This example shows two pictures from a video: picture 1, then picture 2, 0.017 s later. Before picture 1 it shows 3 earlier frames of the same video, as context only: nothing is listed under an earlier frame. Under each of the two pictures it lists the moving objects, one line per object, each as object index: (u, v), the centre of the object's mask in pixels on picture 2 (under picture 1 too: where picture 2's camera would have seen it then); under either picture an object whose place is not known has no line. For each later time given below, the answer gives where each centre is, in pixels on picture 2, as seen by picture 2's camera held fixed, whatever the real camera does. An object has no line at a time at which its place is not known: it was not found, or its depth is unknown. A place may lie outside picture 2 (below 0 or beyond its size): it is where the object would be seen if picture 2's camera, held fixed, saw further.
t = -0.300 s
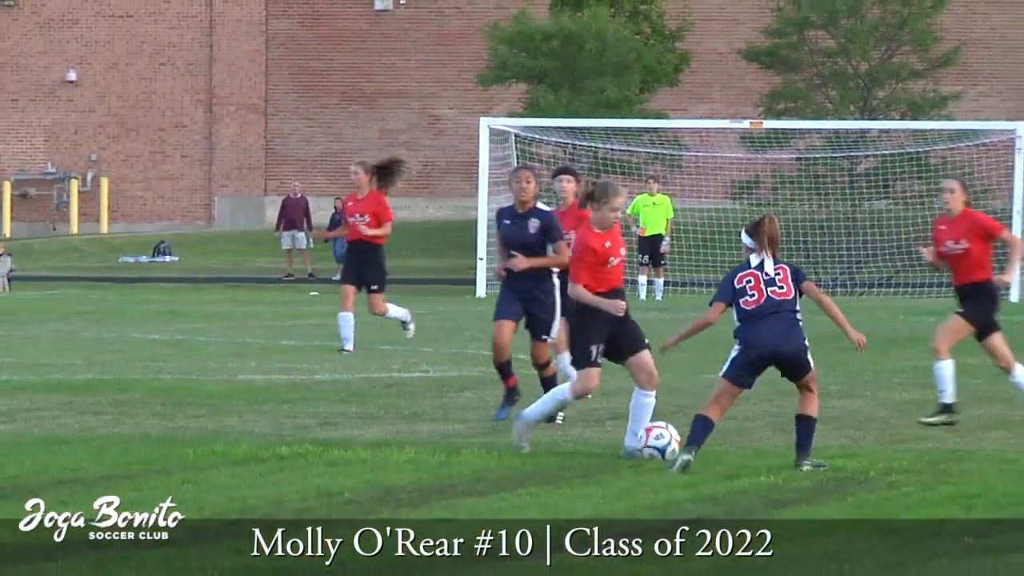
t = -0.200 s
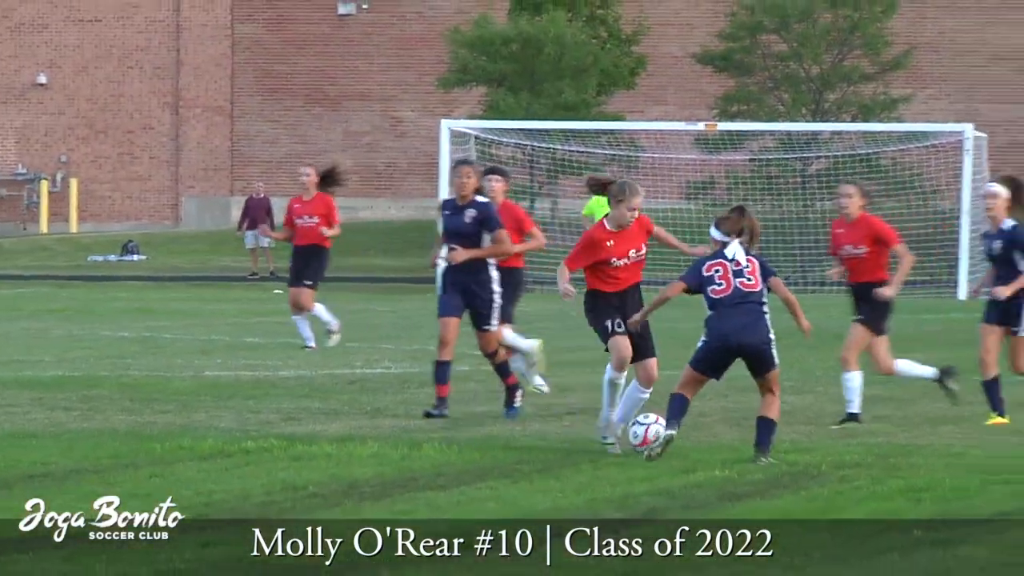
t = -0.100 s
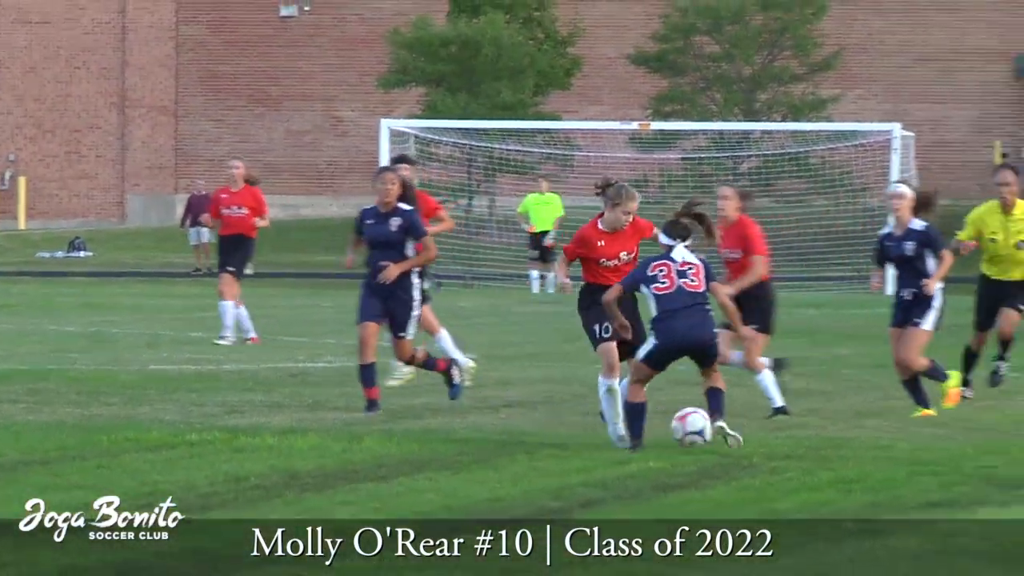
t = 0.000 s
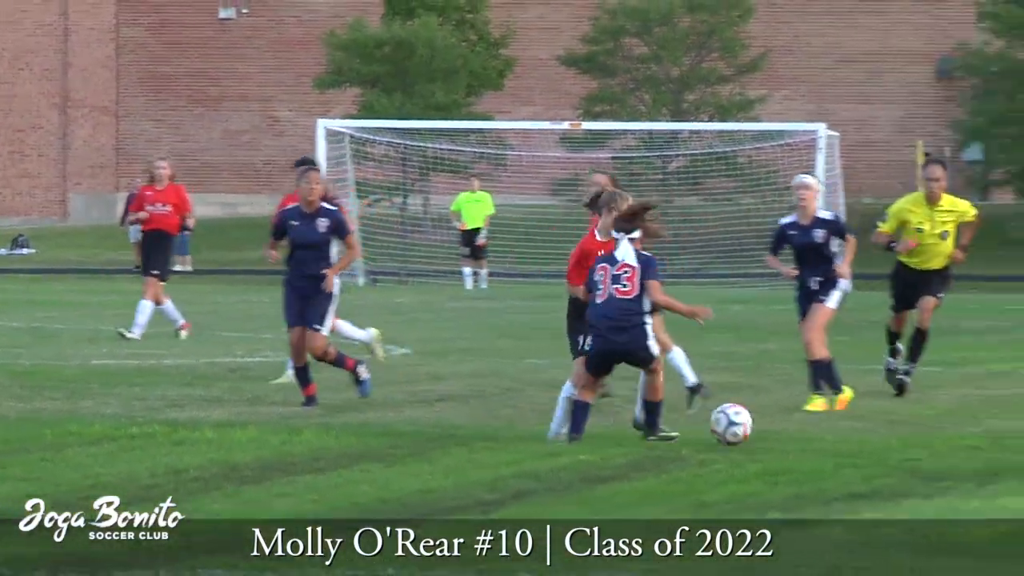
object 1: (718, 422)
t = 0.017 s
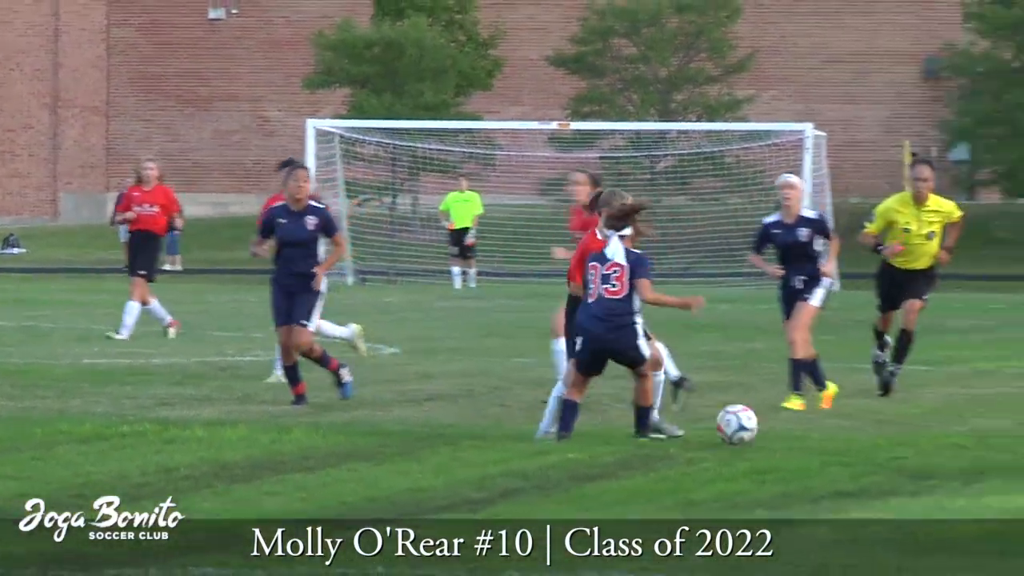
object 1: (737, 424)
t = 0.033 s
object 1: (756, 427)
